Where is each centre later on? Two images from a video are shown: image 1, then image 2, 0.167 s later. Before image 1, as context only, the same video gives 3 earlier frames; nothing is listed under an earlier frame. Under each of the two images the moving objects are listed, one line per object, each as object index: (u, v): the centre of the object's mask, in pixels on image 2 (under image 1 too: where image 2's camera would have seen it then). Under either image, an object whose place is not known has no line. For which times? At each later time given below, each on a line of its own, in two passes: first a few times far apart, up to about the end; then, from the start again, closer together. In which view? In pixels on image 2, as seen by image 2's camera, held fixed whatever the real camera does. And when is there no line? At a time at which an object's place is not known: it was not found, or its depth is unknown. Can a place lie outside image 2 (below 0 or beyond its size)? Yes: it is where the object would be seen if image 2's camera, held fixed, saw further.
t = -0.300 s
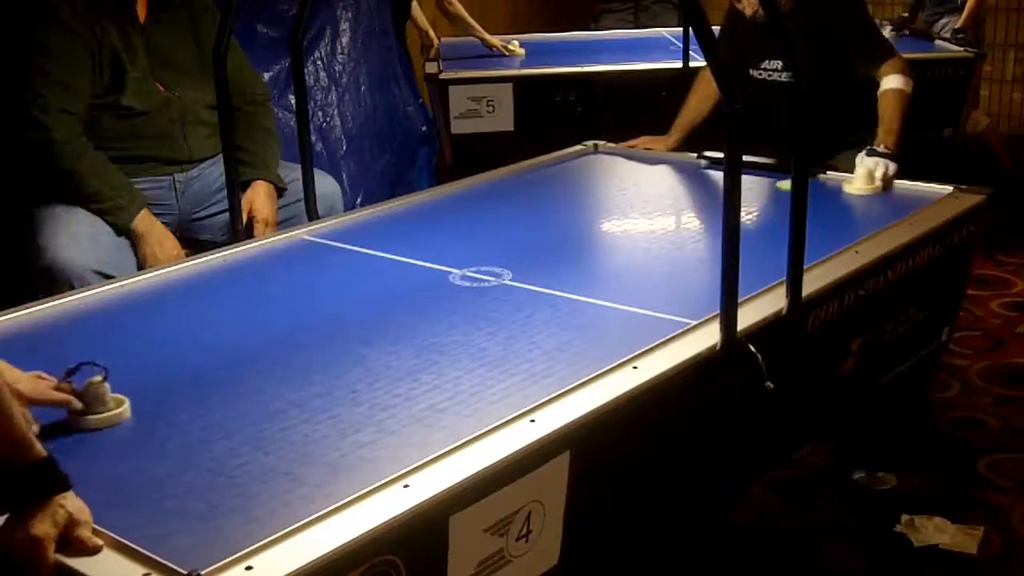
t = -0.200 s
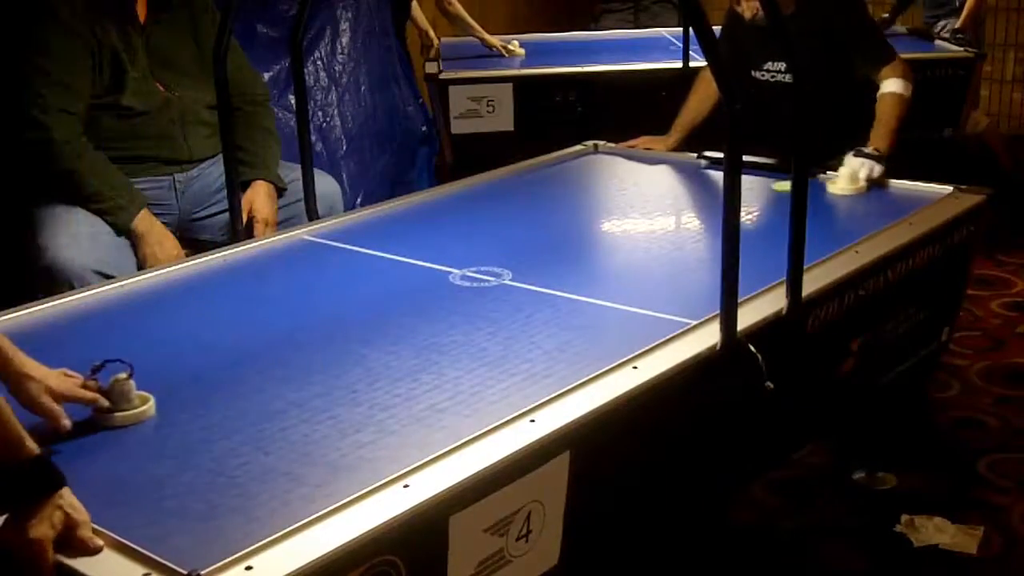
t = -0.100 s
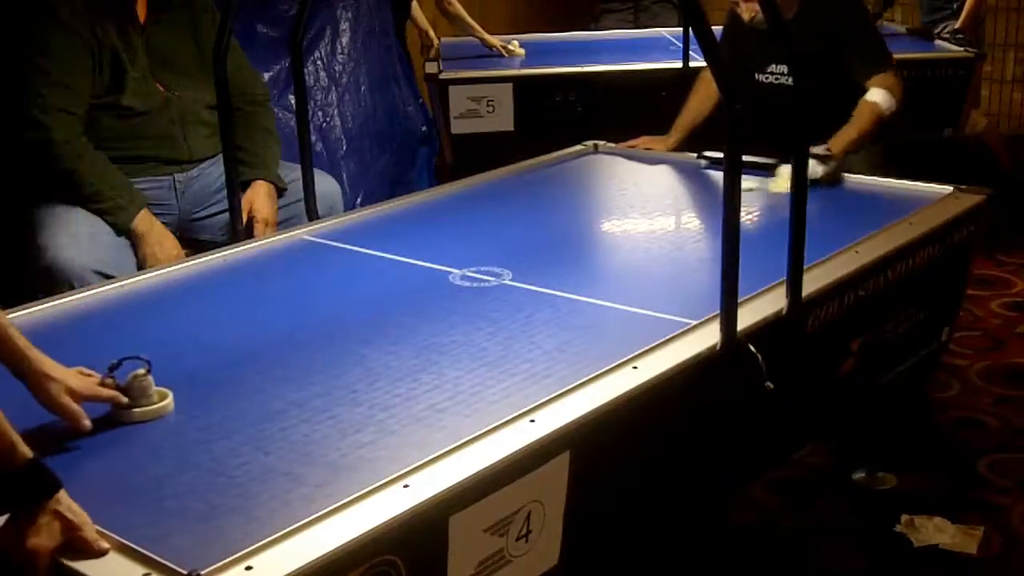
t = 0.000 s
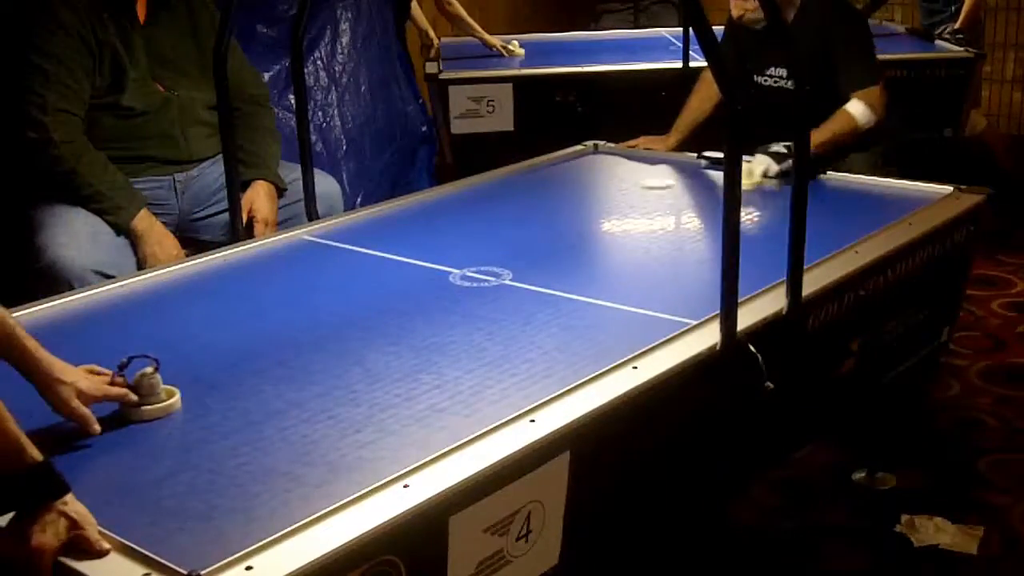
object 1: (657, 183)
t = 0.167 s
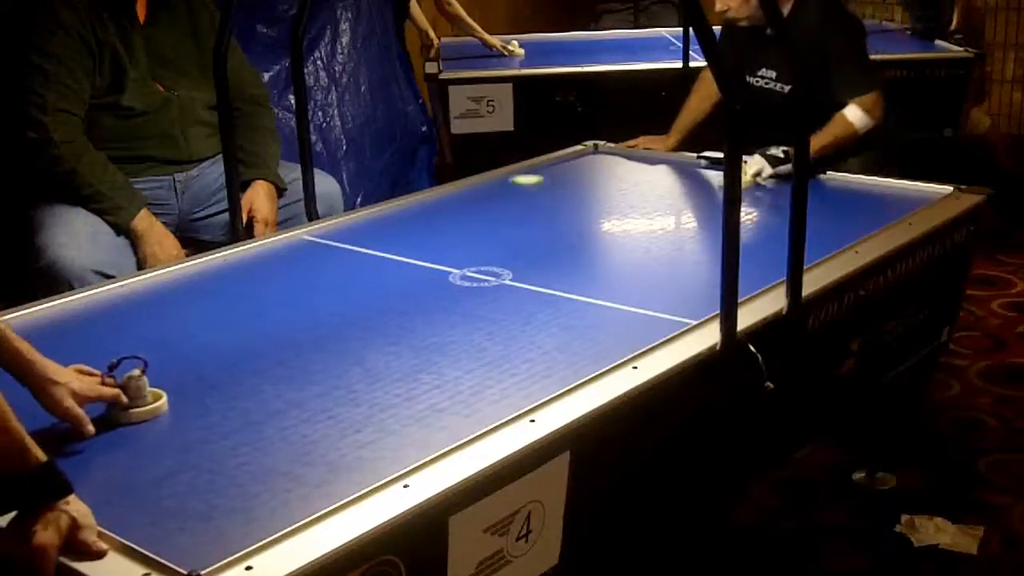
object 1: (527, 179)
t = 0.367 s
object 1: (590, 197)
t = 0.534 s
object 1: (670, 218)
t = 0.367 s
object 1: (590, 197)
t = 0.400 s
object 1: (606, 201)
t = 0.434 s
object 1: (620, 206)
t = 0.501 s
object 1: (654, 213)
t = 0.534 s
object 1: (670, 218)
